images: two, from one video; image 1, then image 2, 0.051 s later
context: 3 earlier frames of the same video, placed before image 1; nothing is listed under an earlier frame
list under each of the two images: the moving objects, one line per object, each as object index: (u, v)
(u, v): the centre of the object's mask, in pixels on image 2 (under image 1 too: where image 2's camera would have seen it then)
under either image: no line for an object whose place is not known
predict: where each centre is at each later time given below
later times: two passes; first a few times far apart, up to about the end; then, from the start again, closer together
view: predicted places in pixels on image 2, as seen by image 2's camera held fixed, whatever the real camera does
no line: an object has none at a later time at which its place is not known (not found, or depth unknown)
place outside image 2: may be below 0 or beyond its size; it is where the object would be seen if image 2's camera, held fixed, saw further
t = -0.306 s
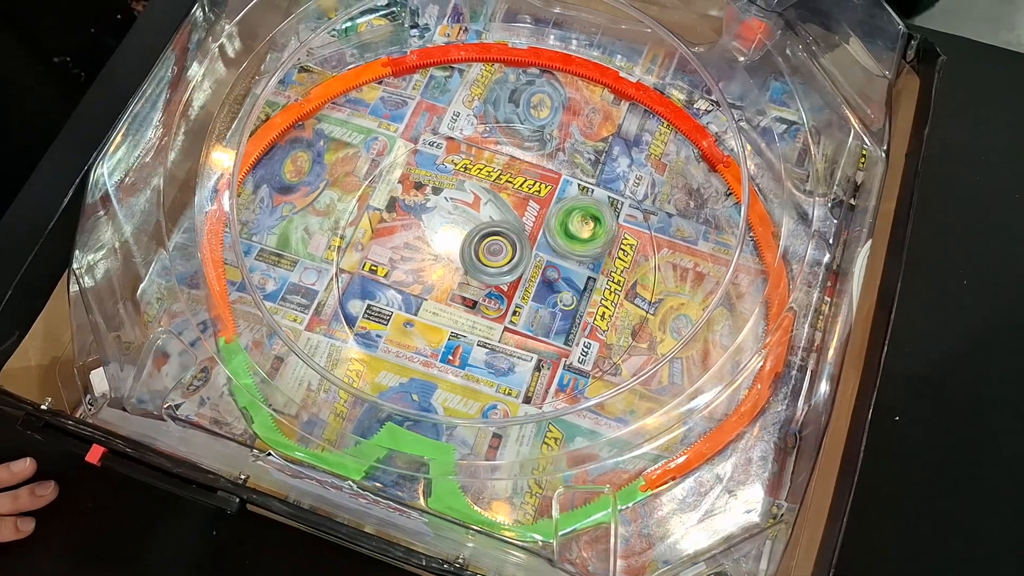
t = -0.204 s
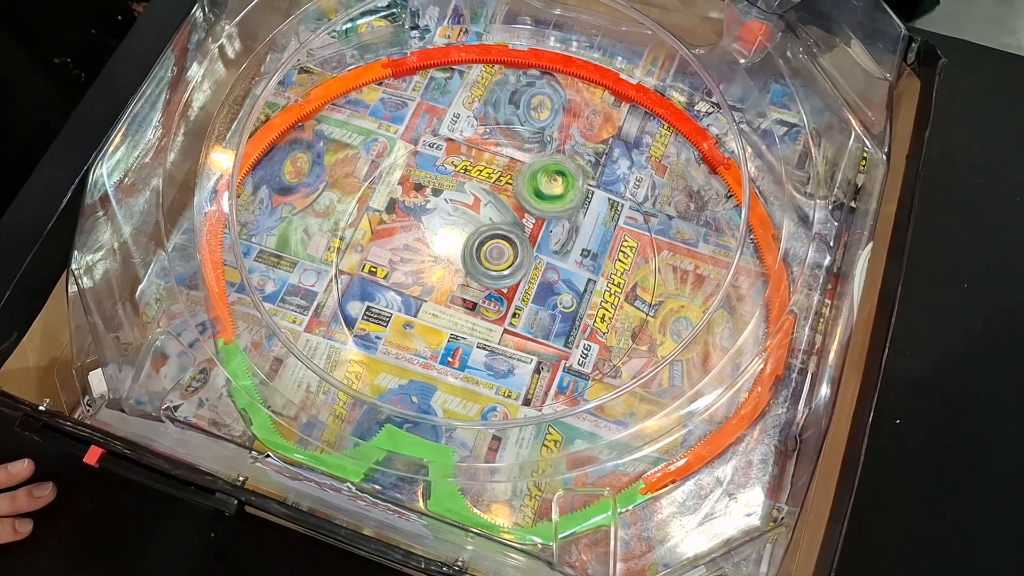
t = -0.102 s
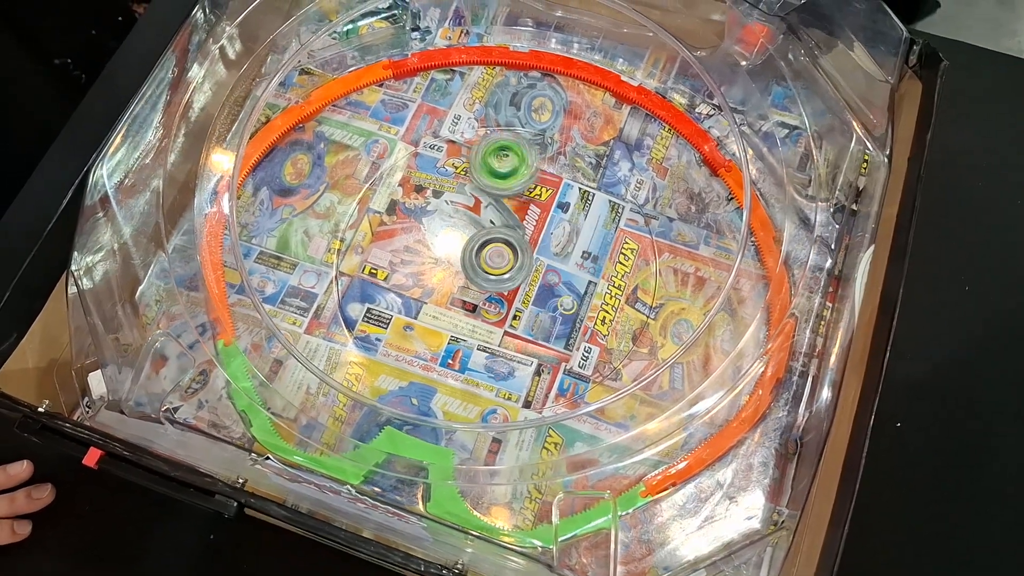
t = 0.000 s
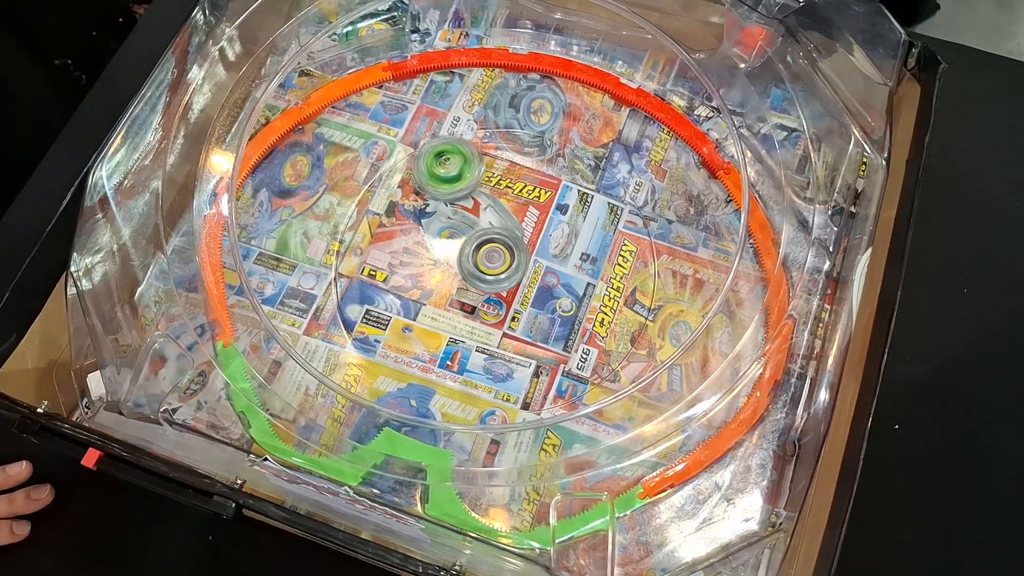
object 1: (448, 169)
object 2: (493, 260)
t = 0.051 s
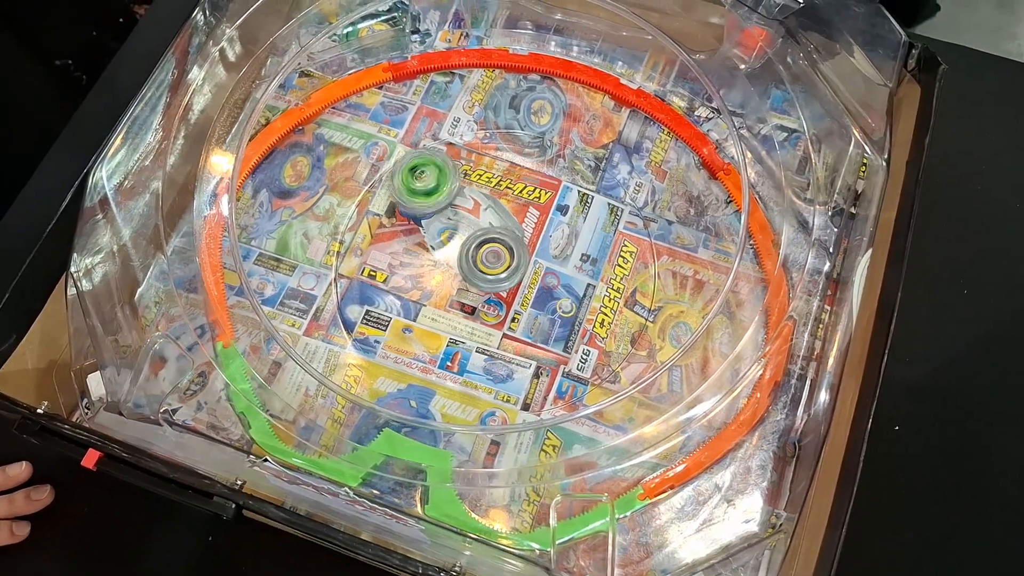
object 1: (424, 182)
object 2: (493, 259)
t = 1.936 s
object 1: (582, 250)
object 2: (495, 259)
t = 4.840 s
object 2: (585, 213)
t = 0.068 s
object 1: (417, 187)
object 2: (493, 259)
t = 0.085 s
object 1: (410, 194)
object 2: (493, 258)
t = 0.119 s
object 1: (400, 208)
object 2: (494, 258)
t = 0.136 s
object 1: (397, 216)
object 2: (494, 258)
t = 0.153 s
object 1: (394, 224)
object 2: (495, 258)
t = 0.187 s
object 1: (391, 242)
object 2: (495, 259)
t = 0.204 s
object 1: (391, 251)
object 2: (496, 259)
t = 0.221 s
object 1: (392, 259)
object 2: (496, 260)
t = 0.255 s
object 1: (396, 276)
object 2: (495, 261)
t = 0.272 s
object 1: (400, 285)
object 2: (495, 261)
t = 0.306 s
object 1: (410, 300)
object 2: (495, 262)
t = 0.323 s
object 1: (415, 308)
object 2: (494, 262)
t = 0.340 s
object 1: (422, 316)
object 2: (494, 262)
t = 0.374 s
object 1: (438, 328)
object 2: (493, 261)
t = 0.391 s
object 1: (446, 333)
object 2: (493, 261)
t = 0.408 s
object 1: (455, 337)
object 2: (492, 261)
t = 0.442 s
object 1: (474, 344)
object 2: (492, 260)
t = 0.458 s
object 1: (483, 347)
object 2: (492, 260)
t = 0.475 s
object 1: (494, 348)
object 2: (493, 259)
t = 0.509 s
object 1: (514, 348)
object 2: (493, 259)
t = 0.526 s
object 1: (524, 347)
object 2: (494, 259)
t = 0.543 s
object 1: (534, 346)
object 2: (494, 259)
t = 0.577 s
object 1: (552, 340)
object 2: (494, 259)
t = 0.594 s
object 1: (560, 336)
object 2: (495, 259)
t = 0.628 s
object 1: (576, 326)
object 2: (495, 260)
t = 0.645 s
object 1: (582, 320)
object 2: (496, 260)
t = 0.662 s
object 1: (588, 313)
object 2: (496, 260)
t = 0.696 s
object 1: (598, 299)
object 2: (495, 261)
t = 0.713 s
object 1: (601, 292)
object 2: (495, 261)
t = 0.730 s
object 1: (604, 284)
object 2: (495, 261)
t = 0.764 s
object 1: (606, 269)
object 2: (494, 262)
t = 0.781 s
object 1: (606, 261)
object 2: (494, 262)
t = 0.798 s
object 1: (606, 253)
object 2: (494, 261)
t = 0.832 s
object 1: (600, 237)
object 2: (493, 261)
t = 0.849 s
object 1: (596, 230)
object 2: (493, 261)
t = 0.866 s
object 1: (591, 223)
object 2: (493, 260)
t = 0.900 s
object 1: (580, 211)
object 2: (493, 260)
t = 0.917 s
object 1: (574, 205)
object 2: (493, 259)
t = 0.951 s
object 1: (559, 196)
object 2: (494, 259)
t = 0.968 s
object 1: (551, 193)
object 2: (494, 259)
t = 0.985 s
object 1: (542, 190)
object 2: (494, 259)
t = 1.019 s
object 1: (525, 186)
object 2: (495, 259)
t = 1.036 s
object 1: (515, 185)
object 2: (495, 259)
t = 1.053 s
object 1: (505, 185)
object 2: (496, 259)
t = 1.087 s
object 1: (488, 186)
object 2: (496, 260)
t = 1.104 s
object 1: (479, 187)
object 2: (496, 260)
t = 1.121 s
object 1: (469, 190)
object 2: (496, 261)
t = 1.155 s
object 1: (453, 195)
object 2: (496, 261)
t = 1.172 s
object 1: (444, 200)
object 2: (495, 261)
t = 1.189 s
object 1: (436, 204)
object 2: (495, 261)
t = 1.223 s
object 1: (421, 214)
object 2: (495, 262)
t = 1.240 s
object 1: (416, 219)
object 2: (494, 262)
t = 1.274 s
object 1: (404, 232)
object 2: (493, 261)
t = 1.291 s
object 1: (400, 240)
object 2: (493, 261)
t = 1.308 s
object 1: (397, 247)
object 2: (493, 261)
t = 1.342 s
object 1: (391, 263)
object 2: (493, 260)
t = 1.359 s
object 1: (390, 272)
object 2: (493, 260)
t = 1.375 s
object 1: (390, 279)
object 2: (493, 260)
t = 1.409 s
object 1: (392, 295)
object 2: (493, 259)
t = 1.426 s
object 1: (395, 303)
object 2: (494, 259)
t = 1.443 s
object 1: (399, 310)
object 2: (494, 259)
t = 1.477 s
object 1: (409, 323)
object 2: (495, 258)
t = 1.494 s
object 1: (415, 329)
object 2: (495, 259)
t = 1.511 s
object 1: (422, 335)
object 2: (495, 259)
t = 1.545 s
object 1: (437, 344)
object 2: (496, 260)
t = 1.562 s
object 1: (445, 346)
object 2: (496, 260)
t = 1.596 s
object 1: (462, 351)
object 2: (496, 261)
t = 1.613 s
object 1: (471, 351)
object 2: (496, 261)
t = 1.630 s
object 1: (480, 351)
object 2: (495, 261)
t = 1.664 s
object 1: (499, 349)
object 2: (494, 262)
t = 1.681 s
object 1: (509, 346)
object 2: (494, 261)
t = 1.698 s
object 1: (518, 344)
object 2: (494, 261)
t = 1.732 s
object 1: (535, 336)
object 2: (493, 261)
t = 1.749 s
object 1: (543, 330)
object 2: (493, 261)
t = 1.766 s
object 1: (548, 326)
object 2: (493, 260)
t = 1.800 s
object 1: (560, 312)
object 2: (493, 260)
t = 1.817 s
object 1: (566, 305)
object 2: (493, 259)
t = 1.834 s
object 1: (570, 298)
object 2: (493, 259)
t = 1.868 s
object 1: (577, 282)
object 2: (494, 259)
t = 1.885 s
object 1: (579, 274)
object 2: (494, 259)
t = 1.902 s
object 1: (580, 266)
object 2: (495, 259)
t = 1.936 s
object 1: (582, 250)
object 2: (495, 259)
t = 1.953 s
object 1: (580, 242)
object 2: (496, 260)
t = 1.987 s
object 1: (576, 226)
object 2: (496, 260)
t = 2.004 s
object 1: (573, 219)
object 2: (496, 260)
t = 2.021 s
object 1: (570, 212)
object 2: (496, 261)
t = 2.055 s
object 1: (560, 199)
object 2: (496, 261)
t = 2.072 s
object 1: (555, 194)
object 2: (496, 261)
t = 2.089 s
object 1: (549, 189)
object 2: (495, 261)
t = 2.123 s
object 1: (534, 182)
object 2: (494, 262)
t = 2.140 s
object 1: (528, 179)
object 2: (494, 261)
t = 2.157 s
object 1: (520, 176)
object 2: (494, 261)
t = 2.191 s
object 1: (506, 173)
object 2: (493, 261)
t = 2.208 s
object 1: (498, 173)
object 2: (493, 261)
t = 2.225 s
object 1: (490, 173)
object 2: (494, 260)
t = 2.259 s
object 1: (475, 176)
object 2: (494, 260)
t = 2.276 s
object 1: (467, 178)
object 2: (494, 260)
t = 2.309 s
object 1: (454, 185)
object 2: (494, 259)
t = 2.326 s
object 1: (447, 189)
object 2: (495, 259)
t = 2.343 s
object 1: (440, 194)
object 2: (495, 259)
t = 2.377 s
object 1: (429, 204)
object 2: (495, 259)
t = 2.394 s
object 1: (423, 210)
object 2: (495, 260)
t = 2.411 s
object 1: (420, 216)
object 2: (496, 260)
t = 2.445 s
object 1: (413, 230)
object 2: (496, 260)
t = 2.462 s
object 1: (412, 238)
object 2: (497, 260)
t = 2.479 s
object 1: (410, 246)
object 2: (496, 260)
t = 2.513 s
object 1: (409, 262)
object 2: (496, 261)
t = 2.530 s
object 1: (409, 268)
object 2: (496, 261)
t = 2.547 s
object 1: (410, 276)
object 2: (496, 261)
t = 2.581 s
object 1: (415, 291)
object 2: (495, 261)
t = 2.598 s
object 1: (419, 298)
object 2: (494, 262)
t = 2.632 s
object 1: (429, 312)
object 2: (494, 262)
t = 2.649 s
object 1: (436, 318)
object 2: (493, 261)
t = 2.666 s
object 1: (441, 324)
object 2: (493, 261)
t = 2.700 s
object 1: (456, 333)
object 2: (493, 260)
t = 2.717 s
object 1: (464, 336)
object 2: (493, 260)
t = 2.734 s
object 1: (473, 339)
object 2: (493, 260)
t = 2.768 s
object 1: (490, 343)
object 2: (493, 260)
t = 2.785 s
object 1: (498, 343)
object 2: (494, 259)
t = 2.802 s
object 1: (506, 343)
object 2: (494, 259)
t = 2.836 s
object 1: (523, 341)
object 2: (494, 259)
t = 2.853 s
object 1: (531, 339)
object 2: (494, 259)
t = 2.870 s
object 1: (538, 336)
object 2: (495, 259)
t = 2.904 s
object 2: (495, 260)
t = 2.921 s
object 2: (495, 260)
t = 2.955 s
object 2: (495, 261)
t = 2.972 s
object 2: (495, 261)
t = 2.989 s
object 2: (495, 262)
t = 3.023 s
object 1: (582, 290)
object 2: (494, 262)
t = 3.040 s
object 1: (584, 282)
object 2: (494, 263)
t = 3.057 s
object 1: (585, 275)
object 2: (494, 262)
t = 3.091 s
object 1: (585, 262)
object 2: (493, 262)
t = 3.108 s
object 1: (583, 256)
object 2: (493, 262)
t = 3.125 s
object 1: (582, 250)
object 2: (493, 262)
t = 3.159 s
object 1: (577, 237)
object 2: (493, 261)
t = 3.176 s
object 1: (574, 231)
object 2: (493, 260)
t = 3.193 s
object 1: (570, 225)
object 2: (493, 260)
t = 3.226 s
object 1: (560, 215)
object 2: (493, 260)
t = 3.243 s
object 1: (554, 211)
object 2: (494, 260)
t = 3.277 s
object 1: (542, 203)
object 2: (494, 259)
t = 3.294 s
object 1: (535, 200)
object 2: (494, 260)
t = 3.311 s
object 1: (527, 197)
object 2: (495, 260)
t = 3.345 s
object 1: (513, 194)
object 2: (496, 260)
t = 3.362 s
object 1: (506, 191)
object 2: (495, 263)
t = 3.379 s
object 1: (500, 188)
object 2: (493, 266)
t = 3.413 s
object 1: (486, 184)
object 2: (492, 270)
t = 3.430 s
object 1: (479, 182)
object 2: (491, 270)
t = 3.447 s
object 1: (472, 182)
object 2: (490, 270)
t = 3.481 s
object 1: (459, 183)
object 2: (491, 270)
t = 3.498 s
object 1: (452, 184)
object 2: (490, 270)
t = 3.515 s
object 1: (447, 186)
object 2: (491, 270)
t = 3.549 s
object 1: (435, 190)
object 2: (491, 271)
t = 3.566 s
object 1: (430, 193)
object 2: (491, 271)
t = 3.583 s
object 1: (426, 196)
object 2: (491, 271)
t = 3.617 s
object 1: (418, 203)
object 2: (491, 272)
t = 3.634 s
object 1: (415, 208)
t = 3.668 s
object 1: (410, 218)
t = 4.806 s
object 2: (592, 212)
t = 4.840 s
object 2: (585, 213)
